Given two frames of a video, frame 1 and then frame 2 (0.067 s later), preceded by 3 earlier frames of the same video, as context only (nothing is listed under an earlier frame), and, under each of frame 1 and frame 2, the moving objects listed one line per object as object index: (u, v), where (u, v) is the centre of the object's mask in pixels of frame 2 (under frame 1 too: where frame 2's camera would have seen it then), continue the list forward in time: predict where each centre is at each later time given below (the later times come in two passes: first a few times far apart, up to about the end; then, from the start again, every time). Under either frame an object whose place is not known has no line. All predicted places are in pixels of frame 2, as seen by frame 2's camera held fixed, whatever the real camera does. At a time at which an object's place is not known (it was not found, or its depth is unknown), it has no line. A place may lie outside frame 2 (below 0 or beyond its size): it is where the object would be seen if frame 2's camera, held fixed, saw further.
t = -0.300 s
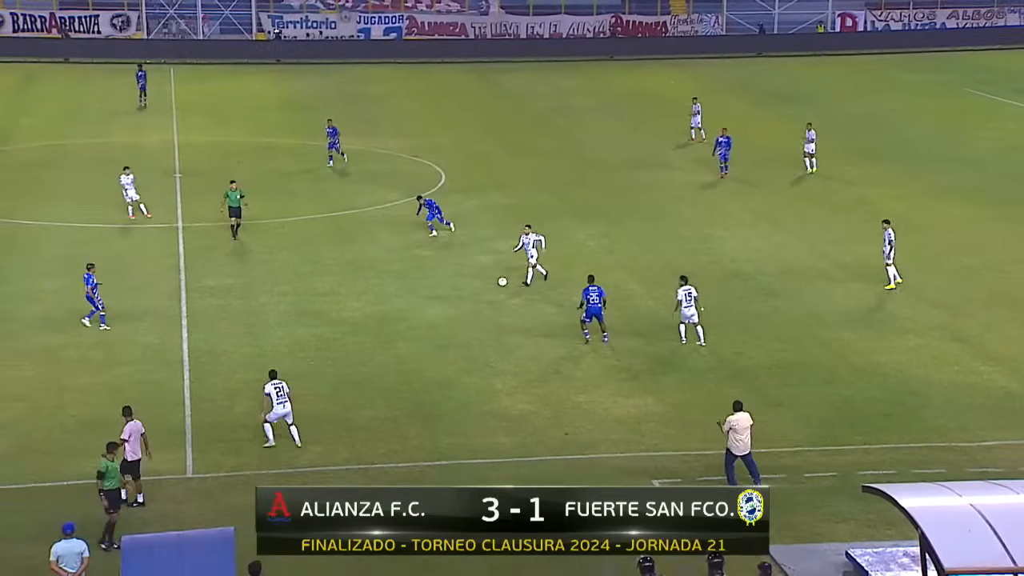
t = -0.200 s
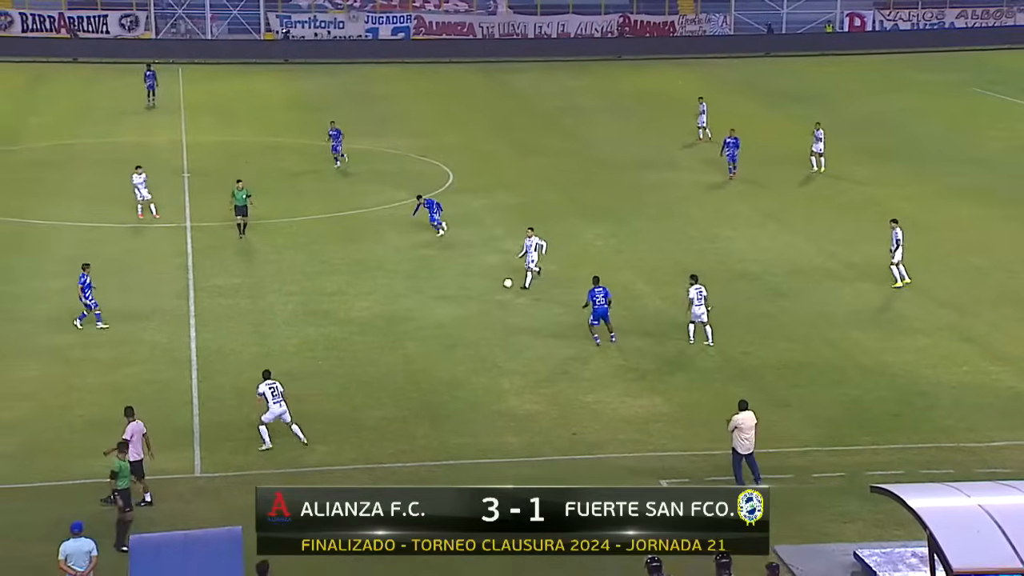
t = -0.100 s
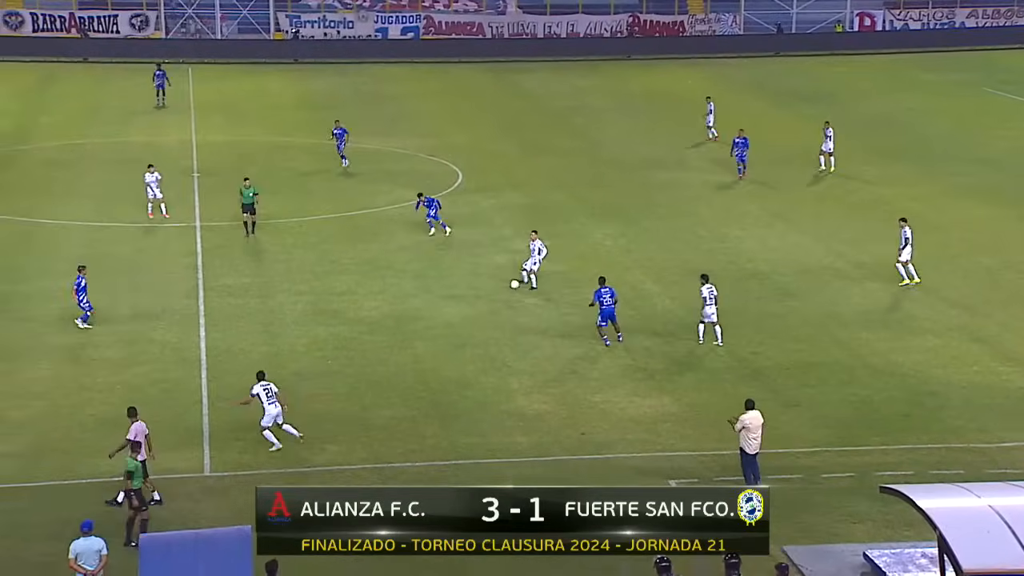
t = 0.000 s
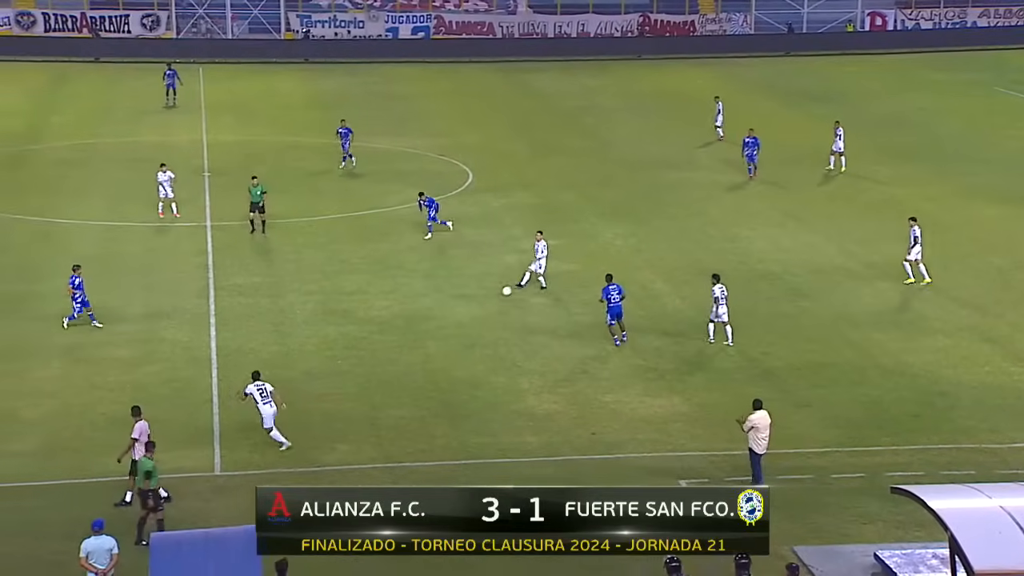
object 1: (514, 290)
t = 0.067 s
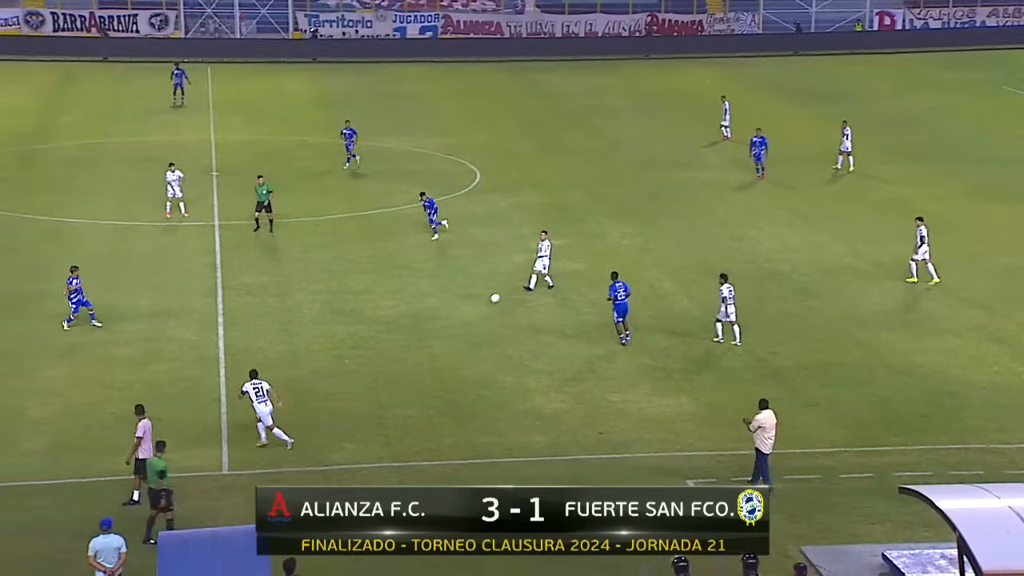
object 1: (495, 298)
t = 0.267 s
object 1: (440, 317)
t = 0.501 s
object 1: (381, 340)
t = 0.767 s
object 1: (323, 361)
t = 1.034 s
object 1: (266, 385)
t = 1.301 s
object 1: (210, 409)
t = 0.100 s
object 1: (486, 301)
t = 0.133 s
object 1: (476, 304)
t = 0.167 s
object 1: (467, 307)
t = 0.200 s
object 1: (458, 311)
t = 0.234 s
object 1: (450, 315)
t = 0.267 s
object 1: (440, 317)
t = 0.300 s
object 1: (432, 320)
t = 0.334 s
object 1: (423, 323)
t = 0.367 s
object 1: (414, 327)
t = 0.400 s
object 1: (406, 331)
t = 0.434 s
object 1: (397, 335)
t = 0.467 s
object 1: (389, 337)
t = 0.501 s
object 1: (381, 340)
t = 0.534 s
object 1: (372, 343)
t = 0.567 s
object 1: (364, 346)
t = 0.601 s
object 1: (356, 351)
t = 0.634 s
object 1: (348, 353)
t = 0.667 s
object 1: (341, 355)
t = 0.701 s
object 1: (334, 357)
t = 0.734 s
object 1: (330, 358)
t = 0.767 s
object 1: (323, 361)
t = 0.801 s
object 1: (316, 364)
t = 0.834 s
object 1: (308, 369)
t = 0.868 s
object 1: (300, 372)
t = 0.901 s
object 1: (294, 374)
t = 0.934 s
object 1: (287, 376)
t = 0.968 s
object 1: (280, 379)
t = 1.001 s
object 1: (273, 381)
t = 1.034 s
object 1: (266, 385)
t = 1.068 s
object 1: (260, 389)
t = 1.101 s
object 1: (252, 393)
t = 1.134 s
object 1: (245, 395)
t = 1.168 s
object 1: (238, 397)
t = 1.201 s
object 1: (231, 400)
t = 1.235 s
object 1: (224, 405)
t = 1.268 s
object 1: (216, 407)
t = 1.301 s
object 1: (210, 409)
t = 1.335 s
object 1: (203, 412)
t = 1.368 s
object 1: (196, 415)
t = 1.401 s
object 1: (189, 418)
